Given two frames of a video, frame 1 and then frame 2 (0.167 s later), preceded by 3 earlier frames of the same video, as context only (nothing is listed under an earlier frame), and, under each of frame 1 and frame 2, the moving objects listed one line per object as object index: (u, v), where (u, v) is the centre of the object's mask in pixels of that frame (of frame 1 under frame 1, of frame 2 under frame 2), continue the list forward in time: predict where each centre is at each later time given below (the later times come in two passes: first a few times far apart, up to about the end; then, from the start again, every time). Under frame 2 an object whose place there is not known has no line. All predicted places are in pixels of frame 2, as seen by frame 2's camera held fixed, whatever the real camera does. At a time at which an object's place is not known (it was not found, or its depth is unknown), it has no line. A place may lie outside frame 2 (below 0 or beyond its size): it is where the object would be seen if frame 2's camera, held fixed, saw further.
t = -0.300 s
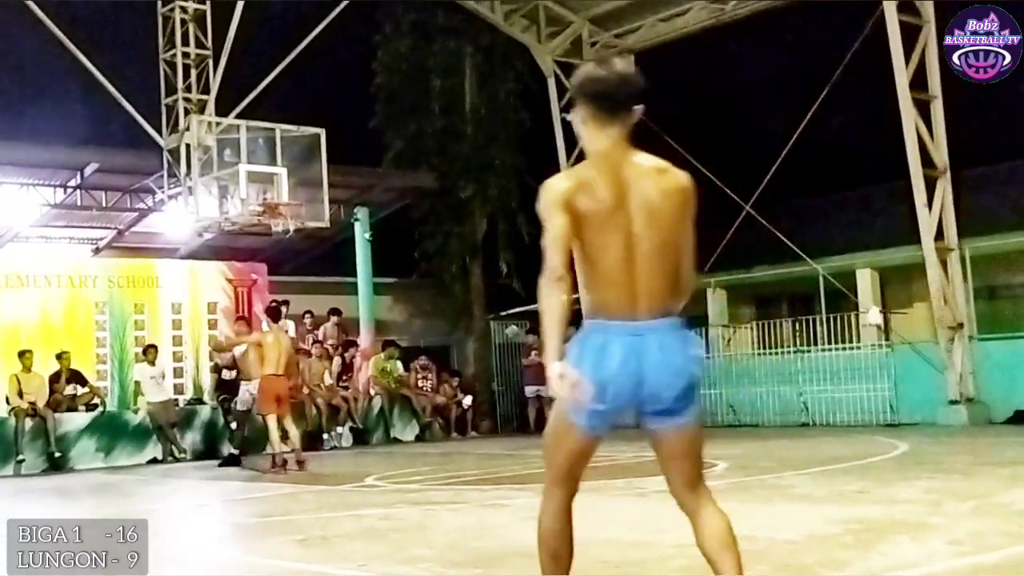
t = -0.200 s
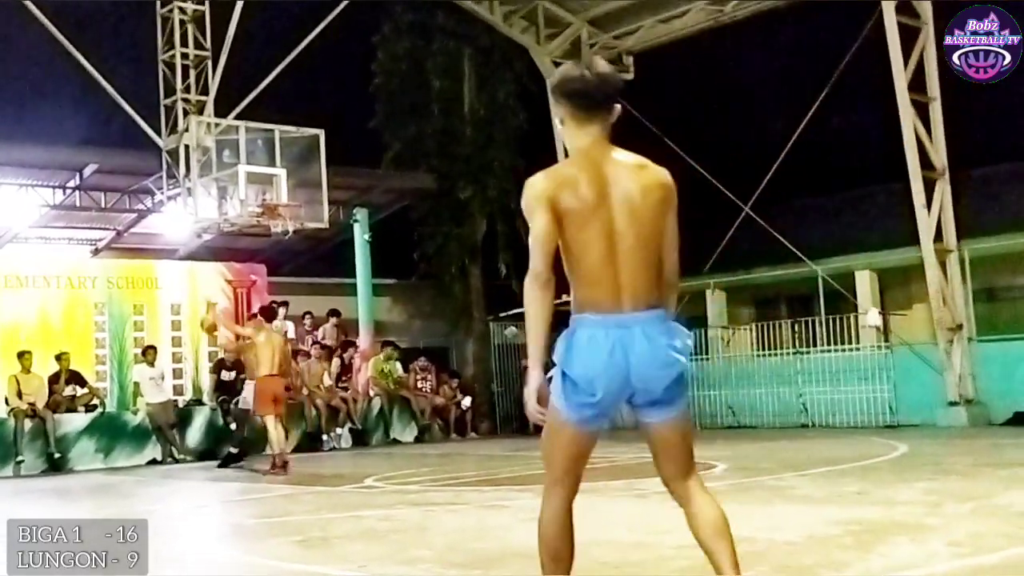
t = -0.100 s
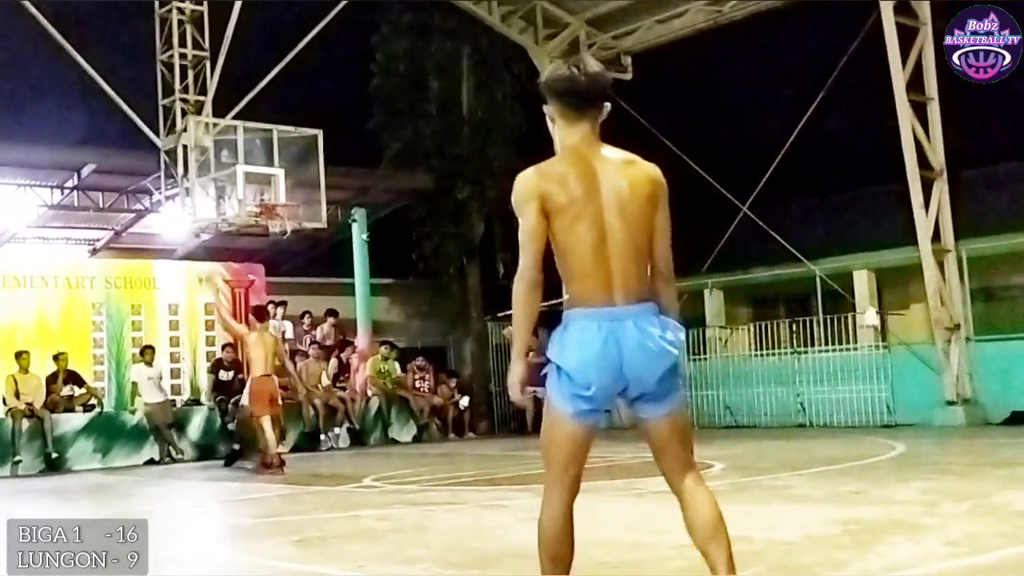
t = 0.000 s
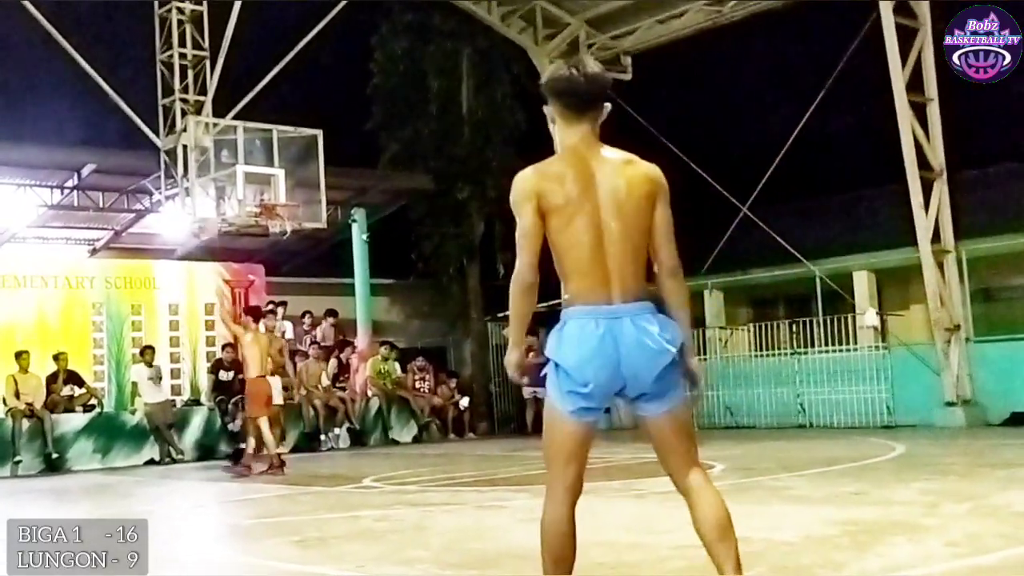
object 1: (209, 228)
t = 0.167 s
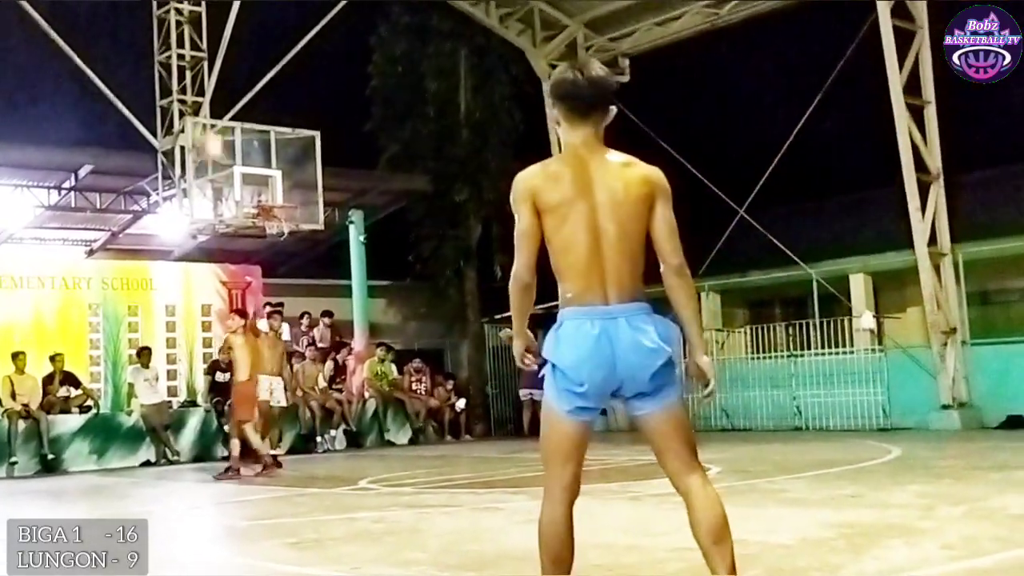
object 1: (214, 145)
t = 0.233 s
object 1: (218, 119)
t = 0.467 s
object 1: (232, 39)
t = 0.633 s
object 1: (251, 14)
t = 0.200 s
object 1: (216, 134)
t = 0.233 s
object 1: (218, 119)
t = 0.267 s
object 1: (217, 103)
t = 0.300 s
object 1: (220, 93)
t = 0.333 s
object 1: (222, 80)
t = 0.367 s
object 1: (225, 67)
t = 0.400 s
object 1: (227, 57)
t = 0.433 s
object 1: (230, 47)
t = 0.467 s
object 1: (232, 39)
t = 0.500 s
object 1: (235, 30)
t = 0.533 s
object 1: (239, 22)
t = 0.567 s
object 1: (243, 17)
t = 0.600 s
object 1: (247, 15)
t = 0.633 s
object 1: (251, 14)
